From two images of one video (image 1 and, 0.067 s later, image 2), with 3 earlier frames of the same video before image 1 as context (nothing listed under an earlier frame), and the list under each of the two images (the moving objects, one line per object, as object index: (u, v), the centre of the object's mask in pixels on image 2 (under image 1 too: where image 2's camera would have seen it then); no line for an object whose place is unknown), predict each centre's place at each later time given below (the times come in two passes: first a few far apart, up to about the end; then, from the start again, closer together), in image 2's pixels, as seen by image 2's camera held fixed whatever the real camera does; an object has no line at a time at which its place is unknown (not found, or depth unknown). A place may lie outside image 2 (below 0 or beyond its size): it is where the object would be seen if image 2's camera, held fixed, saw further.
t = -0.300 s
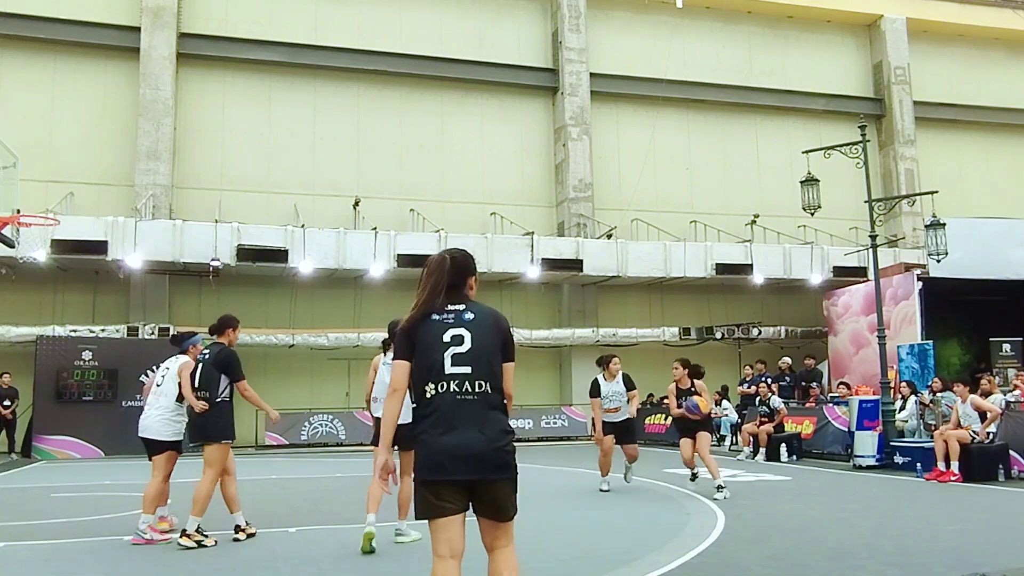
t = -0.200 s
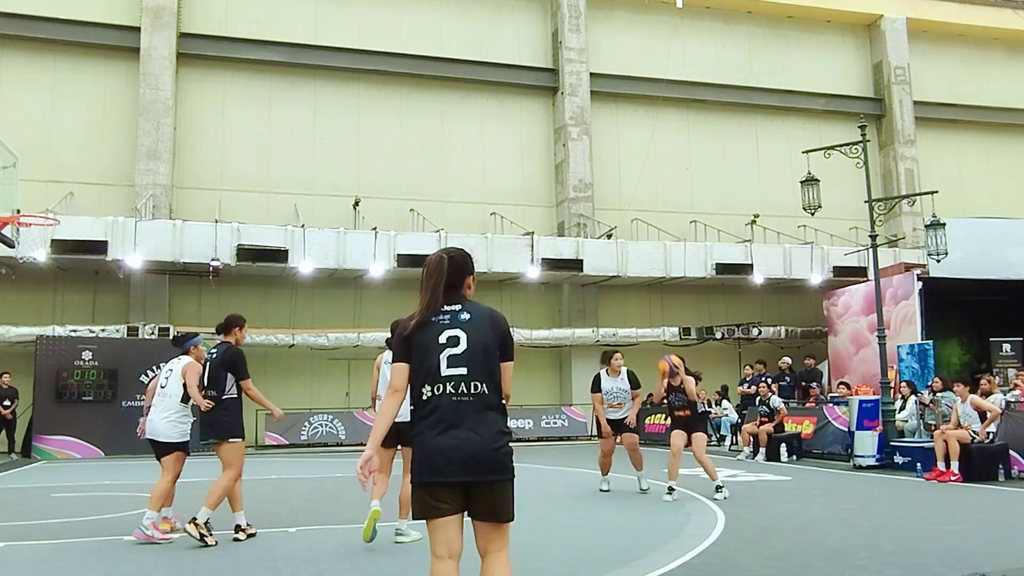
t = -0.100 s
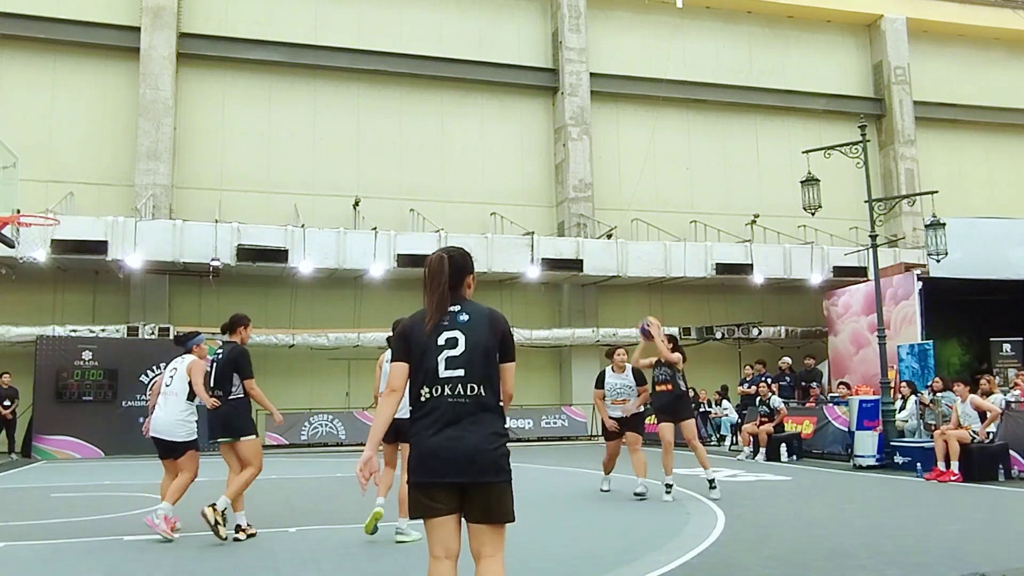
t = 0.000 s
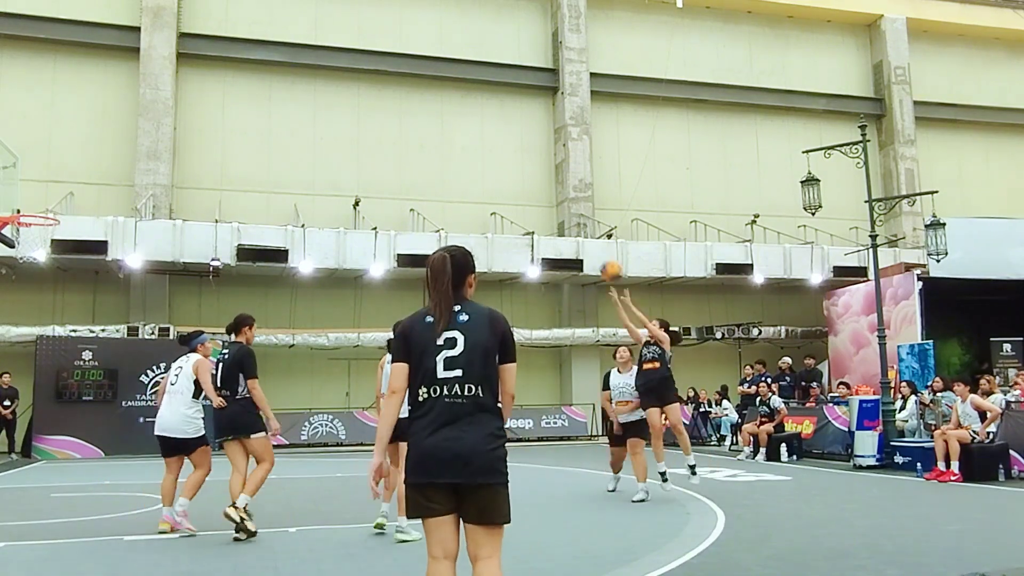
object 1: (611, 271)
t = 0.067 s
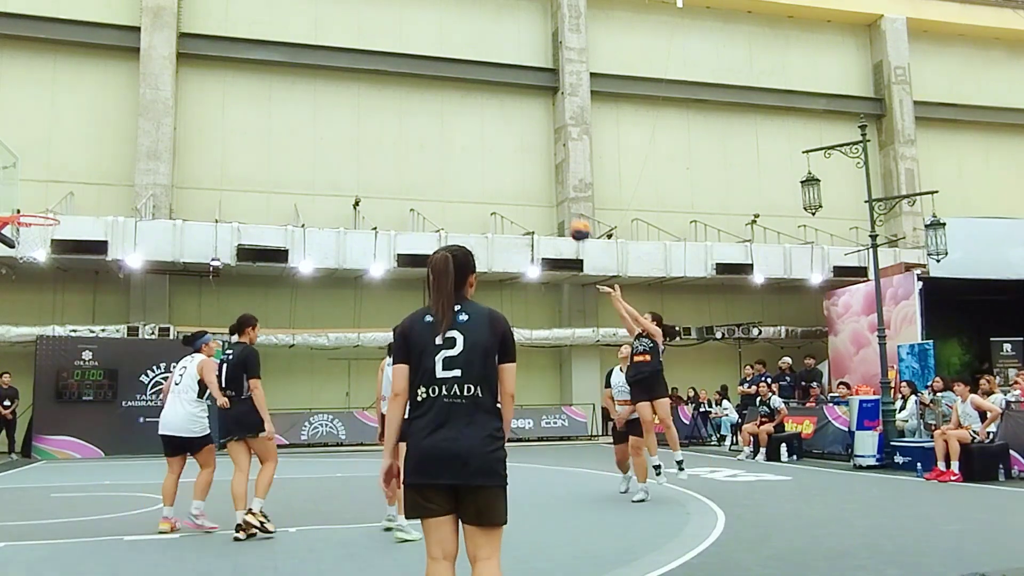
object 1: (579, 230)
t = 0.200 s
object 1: (520, 166)
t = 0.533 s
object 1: (379, 73)
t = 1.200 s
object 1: (114, 178)
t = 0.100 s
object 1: (564, 212)
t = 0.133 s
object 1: (550, 196)
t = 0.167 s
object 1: (535, 181)
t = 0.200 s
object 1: (520, 166)
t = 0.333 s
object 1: (462, 117)
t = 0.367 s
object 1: (448, 108)
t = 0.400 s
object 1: (434, 98)
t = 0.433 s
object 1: (420, 91)
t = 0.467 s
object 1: (406, 84)
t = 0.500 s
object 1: (392, 78)
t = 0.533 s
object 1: (379, 73)
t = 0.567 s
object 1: (367, 69)
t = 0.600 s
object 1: (354, 66)
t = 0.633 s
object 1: (339, 65)
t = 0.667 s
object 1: (325, 64)
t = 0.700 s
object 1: (311, 64)
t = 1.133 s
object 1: (140, 150)
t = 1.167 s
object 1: (128, 163)
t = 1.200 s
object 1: (114, 178)
